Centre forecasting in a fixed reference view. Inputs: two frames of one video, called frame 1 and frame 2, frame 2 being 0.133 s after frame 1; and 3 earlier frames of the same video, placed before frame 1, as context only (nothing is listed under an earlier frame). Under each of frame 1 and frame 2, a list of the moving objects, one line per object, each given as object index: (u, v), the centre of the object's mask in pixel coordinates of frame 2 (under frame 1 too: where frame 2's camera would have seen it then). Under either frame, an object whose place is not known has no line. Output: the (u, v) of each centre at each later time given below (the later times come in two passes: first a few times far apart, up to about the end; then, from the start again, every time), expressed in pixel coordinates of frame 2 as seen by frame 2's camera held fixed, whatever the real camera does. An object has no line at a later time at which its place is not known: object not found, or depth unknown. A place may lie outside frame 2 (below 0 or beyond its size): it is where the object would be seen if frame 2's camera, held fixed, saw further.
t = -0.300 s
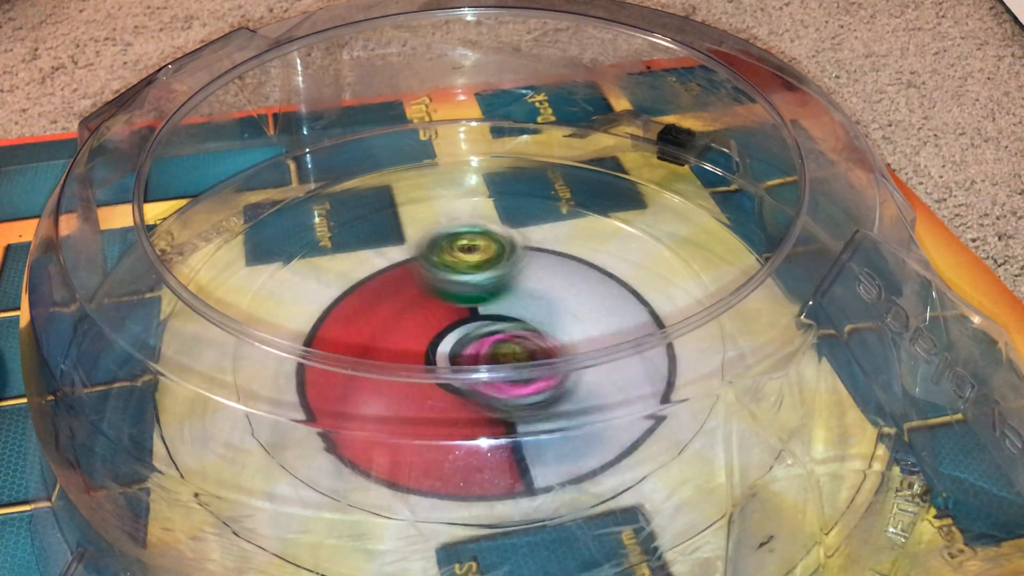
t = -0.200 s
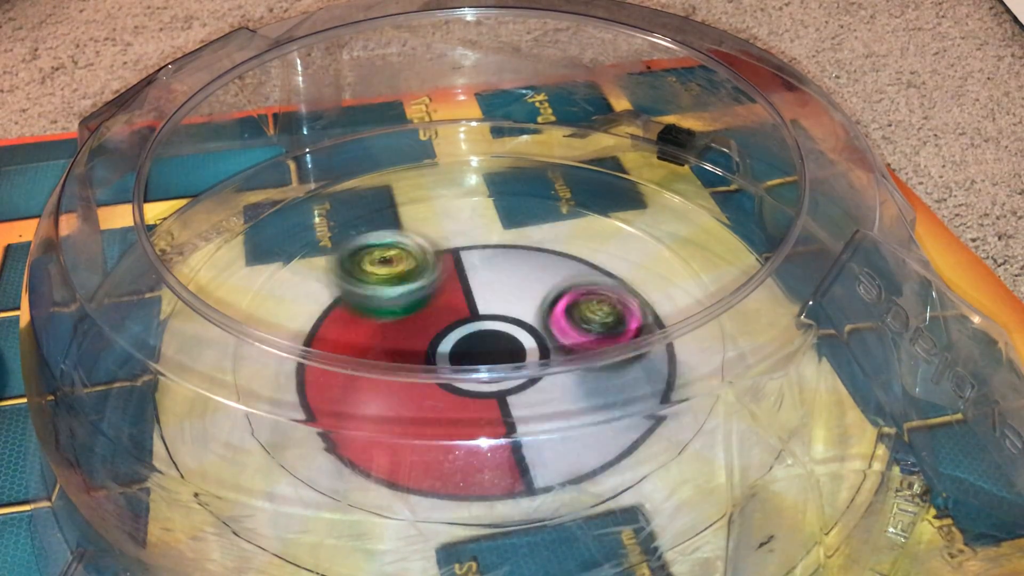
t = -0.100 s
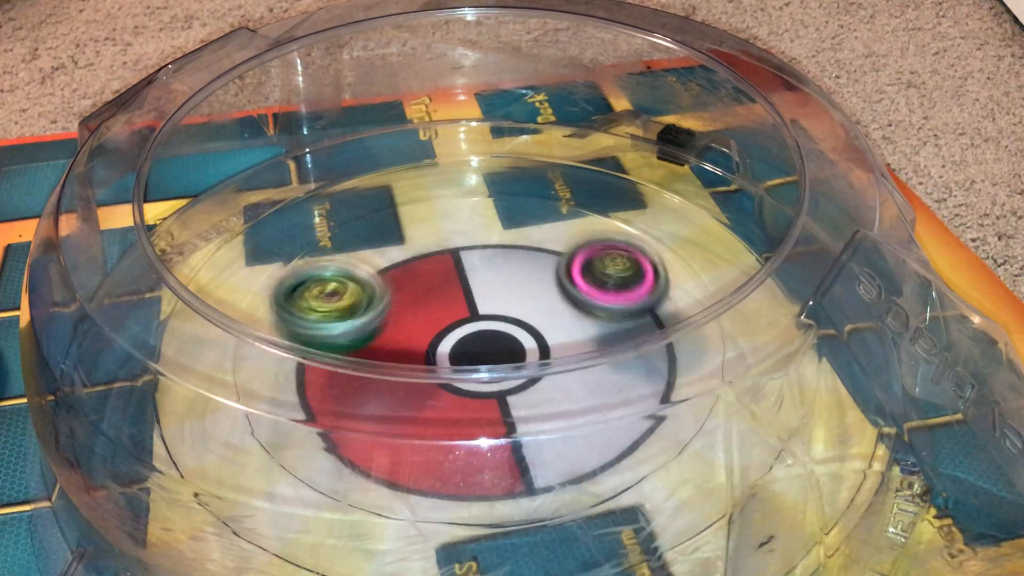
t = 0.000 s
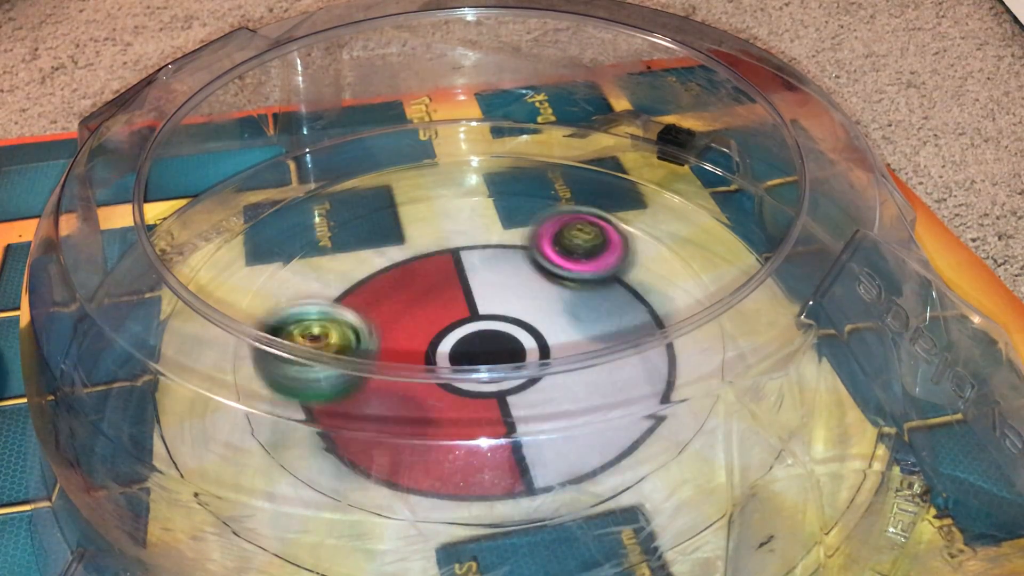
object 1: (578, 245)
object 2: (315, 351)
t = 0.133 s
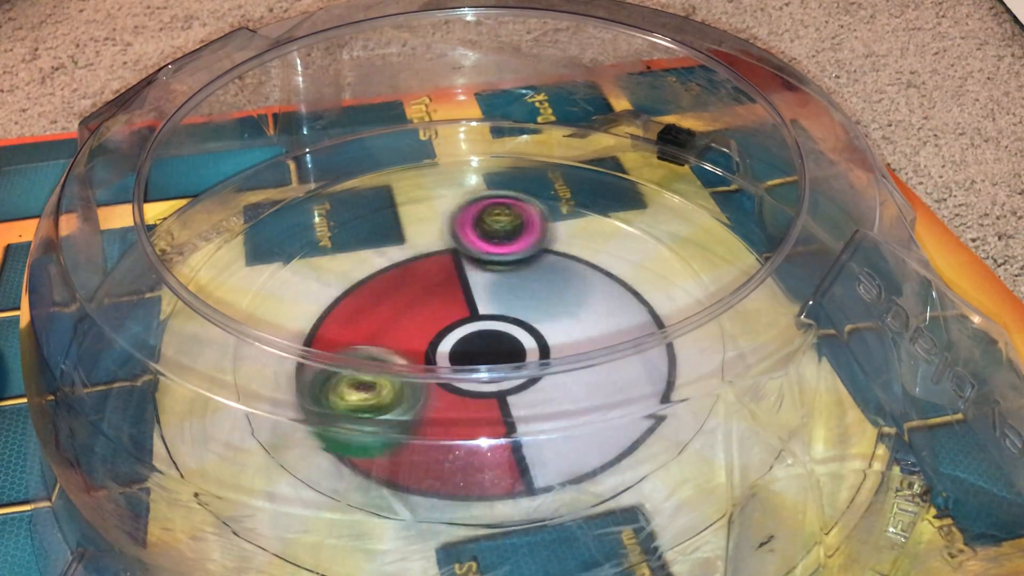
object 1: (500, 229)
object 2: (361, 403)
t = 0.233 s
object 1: (434, 239)
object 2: (441, 422)
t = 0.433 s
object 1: (375, 327)
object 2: (573, 336)
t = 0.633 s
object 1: (540, 411)
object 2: (515, 234)
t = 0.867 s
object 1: (644, 295)
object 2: (385, 235)
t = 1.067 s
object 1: (559, 229)
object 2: (354, 317)
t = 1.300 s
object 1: (383, 287)
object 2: (528, 387)
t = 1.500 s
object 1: (410, 422)
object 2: (627, 302)
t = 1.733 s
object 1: (635, 406)
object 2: (550, 239)
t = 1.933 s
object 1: (641, 293)
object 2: (412, 274)
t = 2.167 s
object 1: (447, 251)
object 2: (387, 391)
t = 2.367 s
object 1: (318, 341)
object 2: (510, 421)
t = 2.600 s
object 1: (439, 449)
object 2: (573, 319)
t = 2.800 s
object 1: (608, 375)
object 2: (465, 259)
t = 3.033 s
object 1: (524, 249)
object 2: (339, 292)
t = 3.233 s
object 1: (355, 254)
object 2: (376, 362)
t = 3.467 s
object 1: (313, 372)
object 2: (551, 356)
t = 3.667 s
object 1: (499, 418)
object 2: (566, 262)
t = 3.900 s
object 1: (584, 276)
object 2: (460, 238)
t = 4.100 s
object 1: (456, 214)
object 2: (388, 308)
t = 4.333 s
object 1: (331, 282)
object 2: (489, 396)
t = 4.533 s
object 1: (422, 397)
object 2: (596, 356)
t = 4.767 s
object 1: (601, 348)
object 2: (559, 264)
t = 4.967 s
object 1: (561, 258)
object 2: (436, 251)
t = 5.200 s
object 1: (420, 277)
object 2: (322, 319)
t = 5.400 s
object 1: (443, 353)
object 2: (336, 417)
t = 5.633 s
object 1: (532, 333)
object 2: (474, 436)
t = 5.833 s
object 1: (512, 290)
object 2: (566, 367)
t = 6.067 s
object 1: (421, 294)
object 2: (544, 294)
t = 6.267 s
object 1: (431, 360)
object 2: (447, 269)
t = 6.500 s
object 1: (520, 362)
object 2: (379, 315)
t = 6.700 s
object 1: (526, 313)
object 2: (439, 371)
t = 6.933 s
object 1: (442, 307)
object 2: (546, 351)
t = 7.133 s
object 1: (424, 339)
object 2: (539, 301)
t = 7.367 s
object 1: (501, 362)
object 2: (447, 291)
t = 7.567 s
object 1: (520, 317)
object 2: (403, 325)
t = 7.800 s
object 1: (462, 294)
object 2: (440, 367)
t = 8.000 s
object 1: (446, 270)
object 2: (485, 442)
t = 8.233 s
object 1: (416, 326)
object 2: (532, 423)
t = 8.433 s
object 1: (465, 301)
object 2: (581, 411)
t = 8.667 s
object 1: (447, 295)
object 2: (581, 338)
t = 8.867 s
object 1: (392, 303)
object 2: (603, 310)
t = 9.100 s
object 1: (444, 348)
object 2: (575, 309)
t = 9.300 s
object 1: (483, 363)
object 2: (572, 290)
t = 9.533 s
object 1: (513, 339)
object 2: (571, 266)
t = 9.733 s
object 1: (468, 339)
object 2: (572, 251)
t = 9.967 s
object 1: (453, 367)
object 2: (516, 282)
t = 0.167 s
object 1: (478, 229)
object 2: (383, 418)
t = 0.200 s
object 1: (456, 233)
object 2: (412, 421)
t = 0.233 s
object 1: (434, 239)
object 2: (441, 422)
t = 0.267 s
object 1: (413, 247)
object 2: (470, 420)
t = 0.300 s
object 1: (396, 259)
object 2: (498, 405)
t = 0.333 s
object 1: (380, 274)
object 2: (523, 390)
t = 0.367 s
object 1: (371, 292)
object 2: (547, 375)
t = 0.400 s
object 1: (369, 314)
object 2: (564, 356)
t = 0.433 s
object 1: (375, 327)
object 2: (573, 336)
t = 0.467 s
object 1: (388, 355)
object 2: (576, 312)
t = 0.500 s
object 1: (410, 381)
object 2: (574, 295)
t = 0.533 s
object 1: (442, 396)
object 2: (564, 277)
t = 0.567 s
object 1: (474, 416)
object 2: (550, 258)
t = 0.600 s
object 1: (507, 416)
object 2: (533, 244)
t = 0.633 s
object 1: (540, 411)
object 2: (515, 234)
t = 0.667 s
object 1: (571, 398)
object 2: (495, 226)
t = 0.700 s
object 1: (600, 389)
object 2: (476, 222)
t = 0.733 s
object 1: (619, 367)
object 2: (455, 219)
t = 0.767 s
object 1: (635, 355)
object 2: (436, 219)
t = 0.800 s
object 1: (643, 334)
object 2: (417, 222)
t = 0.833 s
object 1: (639, 307)
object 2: (401, 227)
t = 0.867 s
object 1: (644, 295)
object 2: (385, 235)
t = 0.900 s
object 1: (642, 283)
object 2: (372, 244)
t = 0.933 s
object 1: (633, 268)
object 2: (361, 255)
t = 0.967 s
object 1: (619, 255)
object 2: (353, 269)
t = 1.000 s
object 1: (602, 244)
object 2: (347, 285)
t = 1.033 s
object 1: (580, 236)
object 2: (347, 303)
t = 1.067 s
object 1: (559, 229)
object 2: (354, 317)
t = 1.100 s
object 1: (533, 226)
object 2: (363, 338)
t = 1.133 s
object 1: (507, 227)
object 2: (380, 357)
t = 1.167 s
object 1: (478, 232)
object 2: (404, 365)
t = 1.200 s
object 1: (451, 241)
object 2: (431, 386)
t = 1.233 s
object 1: (426, 253)
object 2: (464, 389)
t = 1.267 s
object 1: (402, 269)
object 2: (497, 390)
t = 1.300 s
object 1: (383, 287)
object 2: (528, 387)
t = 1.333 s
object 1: (370, 308)
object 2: (560, 377)
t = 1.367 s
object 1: (366, 324)
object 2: (584, 366)
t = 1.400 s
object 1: (363, 350)
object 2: (604, 353)
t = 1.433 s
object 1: (370, 376)
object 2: (617, 337)
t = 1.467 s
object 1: (385, 408)
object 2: (625, 322)
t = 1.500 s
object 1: (410, 422)
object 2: (627, 302)
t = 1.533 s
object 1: (441, 431)
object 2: (629, 292)
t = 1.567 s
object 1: (473, 436)
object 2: (623, 278)
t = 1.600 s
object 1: (509, 441)
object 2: (615, 267)
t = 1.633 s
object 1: (545, 436)
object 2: (603, 257)
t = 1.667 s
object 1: (582, 430)
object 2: (588, 250)
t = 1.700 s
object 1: (610, 420)
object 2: (570, 244)
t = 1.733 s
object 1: (635, 406)
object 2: (550, 239)
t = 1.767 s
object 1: (654, 390)
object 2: (529, 238)
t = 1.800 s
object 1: (664, 368)
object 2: (505, 239)
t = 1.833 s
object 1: (670, 351)
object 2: (481, 244)
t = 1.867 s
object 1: (665, 328)
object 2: (458, 252)
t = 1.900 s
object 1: (650, 304)
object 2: (434, 261)
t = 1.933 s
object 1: (641, 293)
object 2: (412, 274)
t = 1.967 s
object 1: (624, 279)
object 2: (393, 288)
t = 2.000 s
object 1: (601, 266)
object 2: (377, 304)
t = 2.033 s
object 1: (574, 257)
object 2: (369, 318)
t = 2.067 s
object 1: (545, 250)
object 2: (369, 328)
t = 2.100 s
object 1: (515, 246)
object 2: (369, 358)
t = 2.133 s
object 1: (481, 246)
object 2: (374, 378)
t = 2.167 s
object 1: (447, 251)
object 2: (387, 391)
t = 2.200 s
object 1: (414, 258)
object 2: (400, 413)
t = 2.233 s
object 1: (386, 268)
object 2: (421, 419)
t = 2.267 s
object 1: (361, 282)
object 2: (443, 423)
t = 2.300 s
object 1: (341, 301)
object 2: (465, 425)
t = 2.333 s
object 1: (328, 315)
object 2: (489, 423)
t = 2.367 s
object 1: (318, 341)
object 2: (510, 421)
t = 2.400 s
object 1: (314, 366)
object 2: (530, 415)
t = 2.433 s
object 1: (319, 383)
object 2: (548, 397)
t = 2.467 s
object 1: (330, 409)
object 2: (562, 382)
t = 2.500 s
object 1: (349, 423)
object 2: (572, 370)
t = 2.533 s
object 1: (376, 435)
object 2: (580, 356)
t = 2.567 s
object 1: (404, 444)
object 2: (579, 339)
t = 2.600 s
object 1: (439, 449)
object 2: (573, 319)
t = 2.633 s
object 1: (473, 451)
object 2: (567, 310)
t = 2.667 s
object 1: (509, 444)
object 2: (553, 295)
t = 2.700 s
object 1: (540, 434)
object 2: (534, 280)
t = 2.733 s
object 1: (568, 421)
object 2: (512, 270)
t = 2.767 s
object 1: (595, 405)
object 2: (489, 263)
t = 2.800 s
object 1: (608, 375)
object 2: (465, 259)
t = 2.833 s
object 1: (618, 357)
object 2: (443, 256)
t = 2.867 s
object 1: (613, 330)
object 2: (420, 257)
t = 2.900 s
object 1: (608, 310)
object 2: (400, 260)
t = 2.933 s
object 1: (595, 292)
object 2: (378, 266)
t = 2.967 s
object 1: (575, 275)
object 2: (362, 273)
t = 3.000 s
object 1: (551, 261)
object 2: (348, 282)
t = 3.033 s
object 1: (524, 249)
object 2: (339, 292)
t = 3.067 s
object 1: (495, 240)
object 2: (333, 304)
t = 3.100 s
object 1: (466, 236)
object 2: (334, 313)
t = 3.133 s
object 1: (434, 237)
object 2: (340, 321)
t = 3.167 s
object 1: (405, 240)
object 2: (344, 344)
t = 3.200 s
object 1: (378, 245)
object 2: (358, 355)
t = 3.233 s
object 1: (355, 254)
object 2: (376, 362)
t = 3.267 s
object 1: (334, 266)
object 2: (394, 380)
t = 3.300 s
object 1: (317, 282)
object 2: (419, 386)
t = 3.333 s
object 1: (305, 298)
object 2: (448, 389)
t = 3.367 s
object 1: (300, 310)
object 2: (477, 384)
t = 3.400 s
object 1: (298, 330)
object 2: (503, 379)
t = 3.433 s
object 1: (300, 359)
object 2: (529, 371)
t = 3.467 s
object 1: (313, 372)
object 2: (551, 356)
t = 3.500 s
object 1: (329, 394)
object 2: (567, 339)
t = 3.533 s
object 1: (356, 410)
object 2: (576, 318)
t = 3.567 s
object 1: (386, 419)
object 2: (582, 307)
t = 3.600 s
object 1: (425, 425)
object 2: (580, 291)
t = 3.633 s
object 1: (460, 424)
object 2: (576, 275)
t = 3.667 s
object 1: (499, 418)
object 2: (566, 262)
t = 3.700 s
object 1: (534, 406)
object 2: (556, 251)
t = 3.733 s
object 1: (564, 386)
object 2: (542, 242)
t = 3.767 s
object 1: (587, 367)
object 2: (527, 236)
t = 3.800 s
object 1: (595, 336)
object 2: (511, 233)
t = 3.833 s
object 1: (595, 314)
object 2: (493, 232)
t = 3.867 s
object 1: (595, 296)
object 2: (477, 234)
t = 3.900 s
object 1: (584, 276)
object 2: (460, 238)
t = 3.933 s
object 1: (568, 259)
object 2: (444, 245)
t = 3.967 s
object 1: (550, 243)
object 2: (429, 253)
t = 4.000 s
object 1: (528, 230)
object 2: (414, 264)
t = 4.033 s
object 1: (504, 222)
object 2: (403, 277)
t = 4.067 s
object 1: (480, 216)
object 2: (393, 292)
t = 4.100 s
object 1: (456, 214)
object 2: (388, 308)
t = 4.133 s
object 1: (430, 214)
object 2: (389, 322)
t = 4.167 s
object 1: (408, 218)
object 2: (394, 332)
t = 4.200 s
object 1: (385, 224)
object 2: (401, 360)
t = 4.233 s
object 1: (369, 235)
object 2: (419, 366)
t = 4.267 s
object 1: (354, 249)
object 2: (438, 387)
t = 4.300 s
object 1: (340, 265)
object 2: (465, 392)
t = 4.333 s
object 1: (331, 282)
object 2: (489, 396)
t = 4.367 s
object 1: (328, 302)
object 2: (513, 397)
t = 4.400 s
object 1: (339, 319)
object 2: (535, 393)
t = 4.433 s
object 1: (347, 343)
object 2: (555, 385)
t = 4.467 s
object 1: (364, 361)
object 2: (573, 376)
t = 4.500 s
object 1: (389, 383)
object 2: (587, 367)
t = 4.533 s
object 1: (422, 397)
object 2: (596, 356)
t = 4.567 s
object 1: (458, 417)
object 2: (601, 343)
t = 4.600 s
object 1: (492, 407)
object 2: (601, 331)
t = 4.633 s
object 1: (529, 402)
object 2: (598, 315)
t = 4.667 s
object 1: (555, 400)
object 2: (596, 302)
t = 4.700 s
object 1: (576, 380)
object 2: (586, 288)
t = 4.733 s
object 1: (590, 370)
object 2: (575, 274)
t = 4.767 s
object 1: (601, 348)
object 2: (559, 264)
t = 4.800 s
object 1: (601, 320)
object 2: (542, 256)
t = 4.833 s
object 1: (604, 310)
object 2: (522, 250)
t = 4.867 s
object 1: (601, 297)
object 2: (500, 246)
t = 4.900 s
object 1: (592, 282)
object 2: (478, 245)
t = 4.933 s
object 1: (578, 270)
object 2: (457, 247)
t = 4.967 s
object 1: (561, 258)
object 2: (436, 251)
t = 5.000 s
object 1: (538, 250)
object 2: (416, 257)
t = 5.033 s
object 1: (515, 245)
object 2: (398, 264)
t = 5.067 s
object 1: (489, 246)
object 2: (383, 273)
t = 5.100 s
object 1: (465, 250)
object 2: (368, 284)
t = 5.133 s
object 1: (448, 256)
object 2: (346, 297)
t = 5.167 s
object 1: (433, 265)
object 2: (329, 310)
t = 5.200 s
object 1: (420, 277)
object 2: (322, 319)
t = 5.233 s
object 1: (410, 289)
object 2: (315, 344)
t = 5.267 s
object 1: (404, 306)
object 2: (314, 365)
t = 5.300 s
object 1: (403, 319)
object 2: (318, 376)
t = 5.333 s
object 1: (412, 331)
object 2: (317, 400)
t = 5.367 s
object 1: (425, 337)
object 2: (324, 409)
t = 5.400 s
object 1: (443, 353)
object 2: (336, 417)
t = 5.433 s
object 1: (462, 360)
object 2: (350, 427)
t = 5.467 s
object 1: (481, 362)
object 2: (366, 434)
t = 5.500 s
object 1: (494, 363)
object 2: (386, 439)
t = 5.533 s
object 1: (508, 358)
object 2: (408, 441)
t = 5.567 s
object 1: (519, 352)
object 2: (431, 441)
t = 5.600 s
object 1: (525, 337)
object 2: (452, 440)
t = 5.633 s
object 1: (532, 333)
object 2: (474, 436)
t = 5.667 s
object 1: (536, 328)
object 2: (495, 429)
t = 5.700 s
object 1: (538, 322)
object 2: (514, 421)
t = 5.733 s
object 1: (536, 317)
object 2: (533, 413)
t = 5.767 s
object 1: (531, 311)
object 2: (546, 389)
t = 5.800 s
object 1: (522, 303)
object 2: (558, 373)
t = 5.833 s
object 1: (512, 290)
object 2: (566, 367)
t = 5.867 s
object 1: (500, 280)
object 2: (571, 360)
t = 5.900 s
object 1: (485, 272)
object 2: (572, 349)
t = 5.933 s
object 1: (470, 269)
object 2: (571, 338)
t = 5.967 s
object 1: (456, 270)
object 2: (569, 323)
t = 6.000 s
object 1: (443, 276)
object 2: (564, 313)
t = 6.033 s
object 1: (430, 284)
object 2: (556, 303)
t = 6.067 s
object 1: (421, 294)
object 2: (544, 294)
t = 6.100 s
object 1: (414, 307)
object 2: (529, 285)
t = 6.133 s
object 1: (411, 318)
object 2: (512, 279)
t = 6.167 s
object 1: (411, 327)
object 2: (497, 274)
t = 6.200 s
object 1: (415, 335)
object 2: (480, 269)
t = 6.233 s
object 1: (422, 350)
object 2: (463, 268)
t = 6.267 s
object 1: (431, 360)
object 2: (447, 269)
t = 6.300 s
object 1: (443, 367)
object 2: (431, 272)
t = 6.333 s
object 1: (453, 366)
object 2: (417, 276)
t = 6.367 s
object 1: (471, 367)
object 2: (405, 281)
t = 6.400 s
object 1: (484, 367)
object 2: (394, 289)
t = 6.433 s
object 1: (496, 365)
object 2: (386, 297)
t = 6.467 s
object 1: (509, 364)
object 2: (382, 306)
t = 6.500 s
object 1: (520, 362)
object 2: (379, 315)
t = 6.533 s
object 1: (529, 348)
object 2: (382, 323)
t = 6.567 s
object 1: (533, 336)
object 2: (384, 337)
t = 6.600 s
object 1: (536, 331)
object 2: (394, 347)
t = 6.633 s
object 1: (536, 326)
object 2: (406, 356)
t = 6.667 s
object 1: (533, 319)
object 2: (421, 365)
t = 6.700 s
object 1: (526, 313)
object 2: (439, 371)
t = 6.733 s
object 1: (518, 305)
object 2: (459, 373)
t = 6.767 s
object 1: (506, 299)
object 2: (476, 375)
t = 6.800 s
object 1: (493, 294)
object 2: (491, 374)
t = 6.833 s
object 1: (478, 294)
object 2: (508, 372)
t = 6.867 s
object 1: (465, 297)
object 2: (523, 368)
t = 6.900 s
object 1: (453, 301)
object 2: (536, 361)
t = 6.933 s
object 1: (442, 307)
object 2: (546, 351)
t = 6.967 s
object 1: (433, 312)
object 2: (553, 341)
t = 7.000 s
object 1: (425, 317)
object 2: (556, 333)
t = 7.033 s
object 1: (420, 323)
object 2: (556, 323)
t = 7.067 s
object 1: (418, 330)
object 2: (553, 316)
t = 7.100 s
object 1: (420, 335)
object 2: (548, 308)
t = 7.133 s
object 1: (424, 339)
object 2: (539, 301)
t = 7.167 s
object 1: (431, 356)
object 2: (529, 295)
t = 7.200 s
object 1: (440, 363)
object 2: (517, 291)
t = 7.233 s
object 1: (451, 368)
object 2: (504, 288)
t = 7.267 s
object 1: (464, 367)
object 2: (489, 286)
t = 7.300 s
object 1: (476, 367)
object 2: (476, 285)
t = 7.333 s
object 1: (491, 365)
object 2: (461, 287)
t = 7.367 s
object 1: (501, 362)
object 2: (447, 291)
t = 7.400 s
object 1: (514, 357)
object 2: (435, 296)
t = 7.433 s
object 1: (519, 338)
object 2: (425, 301)
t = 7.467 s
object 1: (526, 333)
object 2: (416, 307)
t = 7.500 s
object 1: (528, 328)
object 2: (408, 315)
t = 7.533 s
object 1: (526, 323)
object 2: (405, 320)
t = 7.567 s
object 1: (520, 317)
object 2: (403, 325)
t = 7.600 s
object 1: (513, 311)
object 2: (405, 330)
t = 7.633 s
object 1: (507, 304)
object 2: (406, 334)
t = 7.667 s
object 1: (499, 299)
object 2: (406, 349)
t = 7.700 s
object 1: (491, 297)
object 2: (411, 357)
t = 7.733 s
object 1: (481, 295)
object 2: (419, 363)
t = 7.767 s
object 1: (471, 294)
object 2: (429, 367)
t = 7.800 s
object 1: (462, 294)
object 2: (440, 367)
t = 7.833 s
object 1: (461, 285)
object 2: (440, 393)
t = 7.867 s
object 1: (461, 276)
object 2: (443, 420)
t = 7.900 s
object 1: (461, 269)
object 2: (452, 428)
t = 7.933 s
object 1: (457, 268)
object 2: (464, 435)
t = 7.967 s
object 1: (452, 268)
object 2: (475, 440)
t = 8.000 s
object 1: (446, 270)
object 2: (485, 442)
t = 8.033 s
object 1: (438, 274)
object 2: (494, 444)
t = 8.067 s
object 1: (428, 280)
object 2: (503, 443)
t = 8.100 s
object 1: (418, 286)
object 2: (510, 442)
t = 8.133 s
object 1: (411, 297)
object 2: (517, 439)
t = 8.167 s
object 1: (408, 307)
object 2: (523, 434)
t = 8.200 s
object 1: (410, 316)
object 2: (528, 428)
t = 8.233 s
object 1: (416, 326)
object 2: (532, 423)
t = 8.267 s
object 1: (427, 332)
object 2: (535, 417)
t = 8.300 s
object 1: (441, 336)
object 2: (537, 410)
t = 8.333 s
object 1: (451, 335)
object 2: (543, 403)
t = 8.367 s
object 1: (456, 325)
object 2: (560, 411)
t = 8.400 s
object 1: (460, 312)
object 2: (571, 411)
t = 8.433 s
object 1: (465, 301)
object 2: (581, 411)
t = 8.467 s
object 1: (469, 291)
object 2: (586, 406)
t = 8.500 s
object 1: (469, 286)
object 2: (588, 391)
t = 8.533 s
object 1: (468, 284)
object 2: (588, 378)
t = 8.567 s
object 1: (464, 284)
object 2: (591, 370)
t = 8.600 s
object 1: (458, 286)
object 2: (590, 360)
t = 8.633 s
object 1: (452, 290)
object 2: (585, 350)
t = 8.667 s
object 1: (447, 295)
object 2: (581, 338)
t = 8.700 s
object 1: (445, 304)
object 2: (571, 323)
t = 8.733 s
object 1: (447, 313)
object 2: (565, 318)
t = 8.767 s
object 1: (433, 310)
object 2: (573, 316)
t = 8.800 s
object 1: (414, 305)
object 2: (591, 313)
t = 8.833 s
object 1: (400, 303)
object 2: (600, 311)
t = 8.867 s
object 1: (392, 303)
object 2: (603, 310)
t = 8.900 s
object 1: (390, 307)
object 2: (602, 310)
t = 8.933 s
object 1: (391, 312)
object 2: (601, 308)
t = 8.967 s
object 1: (396, 318)
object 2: (598, 310)
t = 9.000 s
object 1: (404, 325)
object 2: (593, 308)
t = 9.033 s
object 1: (415, 331)
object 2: (588, 309)
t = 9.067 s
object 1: (428, 336)
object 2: (581, 310)
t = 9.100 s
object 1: (444, 348)
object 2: (575, 309)
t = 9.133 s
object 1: (459, 353)
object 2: (565, 309)
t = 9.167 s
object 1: (457, 358)
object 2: (576, 305)
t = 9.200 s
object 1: (456, 363)
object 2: (578, 299)
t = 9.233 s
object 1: (461, 365)
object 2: (582, 294)
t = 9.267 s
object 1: (470, 365)
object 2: (577, 291)
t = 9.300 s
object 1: (483, 363)
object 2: (572, 290)
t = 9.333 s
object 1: (493, 361)
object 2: (569, 290)
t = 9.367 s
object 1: (506, 359)
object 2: (568, 286)
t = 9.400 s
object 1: (508, 359)
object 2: (573, 283)
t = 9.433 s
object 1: (510, 358)
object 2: (573, 279)
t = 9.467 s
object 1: (511, 355)
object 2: (570, 275)
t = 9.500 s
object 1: (515, 350)
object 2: (568, 272)
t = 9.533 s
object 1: (513, 339)
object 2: (571, 266)
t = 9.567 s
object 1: (511, 338)
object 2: (572, 264)
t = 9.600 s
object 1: (509, 336)
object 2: (570, 261)
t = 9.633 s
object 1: (501, 335)
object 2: (567, 258)
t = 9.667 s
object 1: (489, 336)
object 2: (573, 252)
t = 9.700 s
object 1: (478, 337)
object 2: (573, 252)
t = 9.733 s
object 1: (468, 339)
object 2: (572, 251)
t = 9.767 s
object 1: (459, 340)
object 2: (565, 253)
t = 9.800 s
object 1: (453, 351)
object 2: (560, 253)
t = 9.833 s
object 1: (448, 356)
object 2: (553, 258)
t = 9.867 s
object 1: (446, 361)
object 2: (547, 262)
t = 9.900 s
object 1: (445, 367)
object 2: (538, 268)
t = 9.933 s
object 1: (447, 367)
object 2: (528, 275)
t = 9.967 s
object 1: (453, 367)
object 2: (516, 282)
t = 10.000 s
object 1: (461, 383)
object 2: (503, 288)
